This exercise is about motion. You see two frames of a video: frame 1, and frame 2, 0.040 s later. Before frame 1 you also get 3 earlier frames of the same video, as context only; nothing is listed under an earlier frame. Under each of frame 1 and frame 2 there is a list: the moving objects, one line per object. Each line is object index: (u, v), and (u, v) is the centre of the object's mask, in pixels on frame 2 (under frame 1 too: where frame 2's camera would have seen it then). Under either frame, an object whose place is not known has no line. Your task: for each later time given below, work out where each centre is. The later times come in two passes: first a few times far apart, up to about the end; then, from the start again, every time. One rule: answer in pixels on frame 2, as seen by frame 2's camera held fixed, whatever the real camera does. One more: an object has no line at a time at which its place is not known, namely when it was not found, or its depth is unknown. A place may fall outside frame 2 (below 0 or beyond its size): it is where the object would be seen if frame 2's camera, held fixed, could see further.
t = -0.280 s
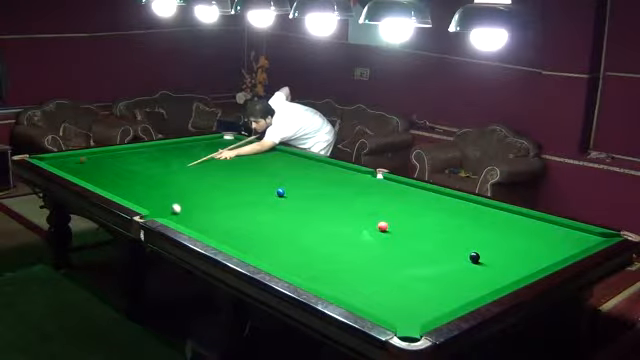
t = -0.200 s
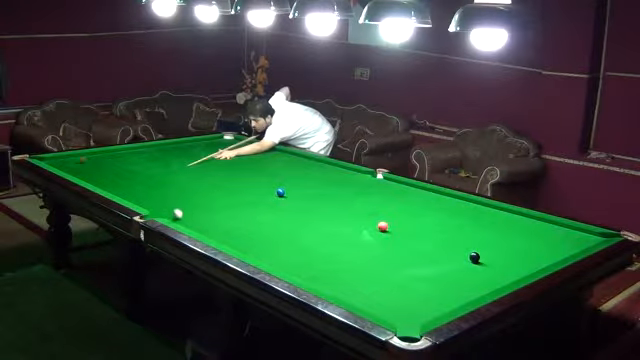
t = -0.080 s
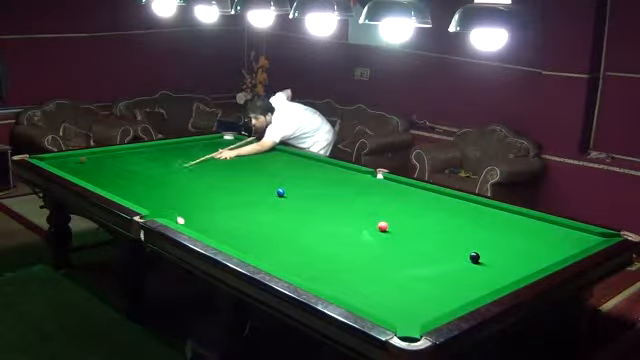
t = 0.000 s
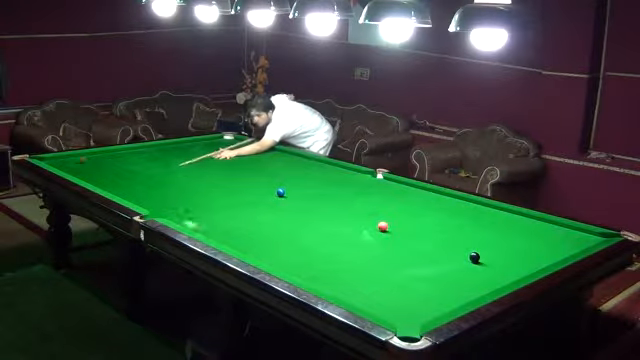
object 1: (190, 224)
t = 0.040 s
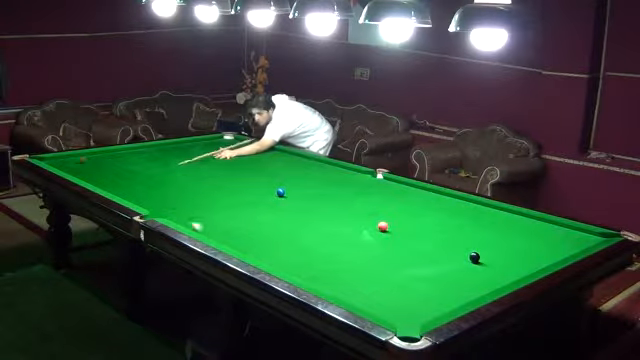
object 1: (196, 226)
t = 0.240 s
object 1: (228, 234)
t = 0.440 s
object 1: (262, 241)
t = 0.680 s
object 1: (303, 250)
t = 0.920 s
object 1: (345, 258)
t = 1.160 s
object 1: (390, 267)
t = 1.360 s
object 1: (426, 274)
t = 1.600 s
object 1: (471, 283)
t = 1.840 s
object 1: (487, 281)
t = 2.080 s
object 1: (473, 269)
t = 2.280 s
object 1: (464, 261)
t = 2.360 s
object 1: (461, 258)
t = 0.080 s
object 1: (202, 229)
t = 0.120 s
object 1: (208, 230)
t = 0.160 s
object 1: (214, 232)
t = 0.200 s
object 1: (221, 233)
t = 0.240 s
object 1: (228, 234)
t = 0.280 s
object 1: (235, 235)
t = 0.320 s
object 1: (241, 237)
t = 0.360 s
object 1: (248, 238)
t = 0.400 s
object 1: (254, 239)
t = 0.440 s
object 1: (262, 241)
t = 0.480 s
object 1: (268, 242)
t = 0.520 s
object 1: (275, 244)
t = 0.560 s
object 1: (282, 246)
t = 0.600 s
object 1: (289, 247)
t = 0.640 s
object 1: (296, 248)
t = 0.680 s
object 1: (303, 250)
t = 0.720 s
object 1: (310, 251)
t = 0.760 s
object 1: (316, 252)
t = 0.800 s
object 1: (324, 254)
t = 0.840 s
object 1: (330, 255)
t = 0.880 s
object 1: (338, 257)
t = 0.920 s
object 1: (345, 258)
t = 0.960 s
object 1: (352, 260)
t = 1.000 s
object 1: (359, 261)
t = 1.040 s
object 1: (366, 262)
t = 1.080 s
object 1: (374, 264)
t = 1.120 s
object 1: (382, 266)
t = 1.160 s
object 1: (390, 267)
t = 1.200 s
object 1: (397, 269)
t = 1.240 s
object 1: (403, 270)
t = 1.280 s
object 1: (410, 272)
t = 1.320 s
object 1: (418, 273)
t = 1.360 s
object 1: (426, 274)
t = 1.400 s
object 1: (433, 276)
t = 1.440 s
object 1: (440, 277)
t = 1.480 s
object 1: (448, 279)
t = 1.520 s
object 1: (455, 280)
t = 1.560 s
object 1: (463, 282)
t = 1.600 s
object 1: (471, 283)
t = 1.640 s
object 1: (479, 285)
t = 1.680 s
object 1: (486, 286)
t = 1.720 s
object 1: (493, 284)
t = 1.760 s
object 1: (492, 284)
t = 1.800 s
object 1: (489, 283)
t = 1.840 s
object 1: (487, 281)
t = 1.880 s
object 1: (485, 279)
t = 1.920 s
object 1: (482, 277)
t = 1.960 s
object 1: (480, 275)
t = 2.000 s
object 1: (478, 273)
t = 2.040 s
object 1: (475, 271)
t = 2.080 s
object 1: (473, 269)
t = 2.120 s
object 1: (471, 267)
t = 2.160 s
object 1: (469, 265)
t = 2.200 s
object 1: (467, 264)
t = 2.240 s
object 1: (465, 262)
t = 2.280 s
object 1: (464, 261)
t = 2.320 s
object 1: (462, 260)
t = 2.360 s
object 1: (461, 258)
